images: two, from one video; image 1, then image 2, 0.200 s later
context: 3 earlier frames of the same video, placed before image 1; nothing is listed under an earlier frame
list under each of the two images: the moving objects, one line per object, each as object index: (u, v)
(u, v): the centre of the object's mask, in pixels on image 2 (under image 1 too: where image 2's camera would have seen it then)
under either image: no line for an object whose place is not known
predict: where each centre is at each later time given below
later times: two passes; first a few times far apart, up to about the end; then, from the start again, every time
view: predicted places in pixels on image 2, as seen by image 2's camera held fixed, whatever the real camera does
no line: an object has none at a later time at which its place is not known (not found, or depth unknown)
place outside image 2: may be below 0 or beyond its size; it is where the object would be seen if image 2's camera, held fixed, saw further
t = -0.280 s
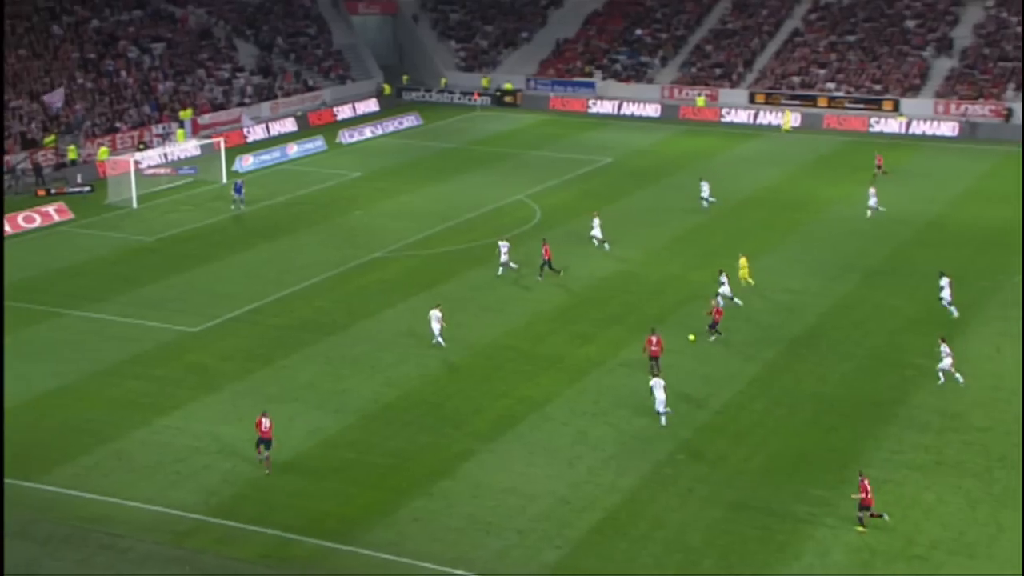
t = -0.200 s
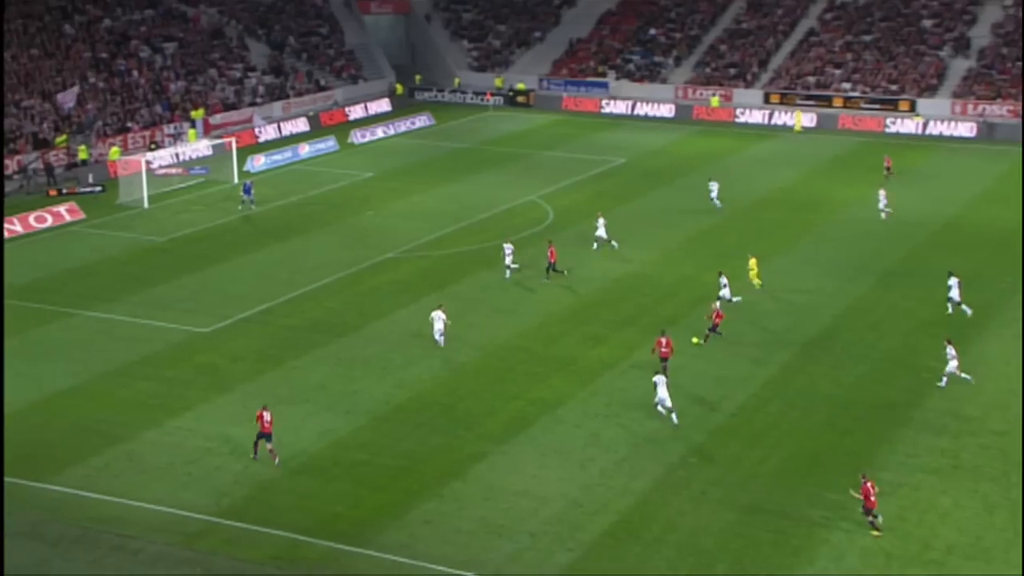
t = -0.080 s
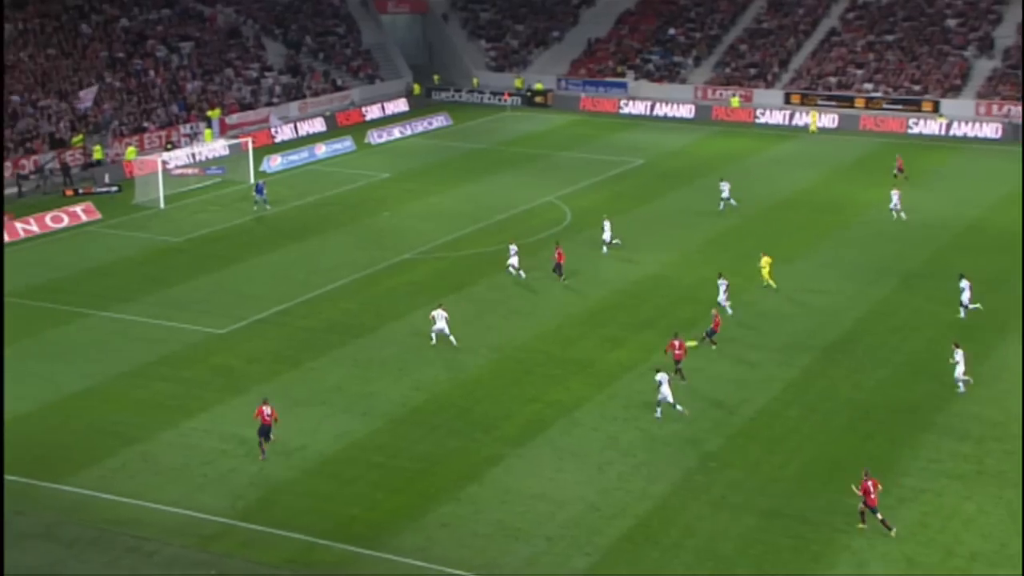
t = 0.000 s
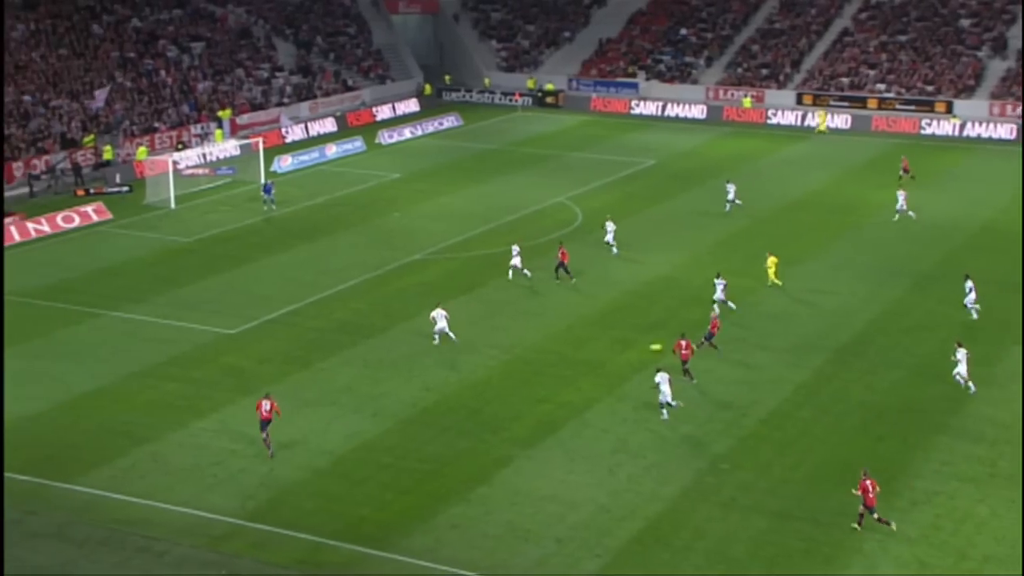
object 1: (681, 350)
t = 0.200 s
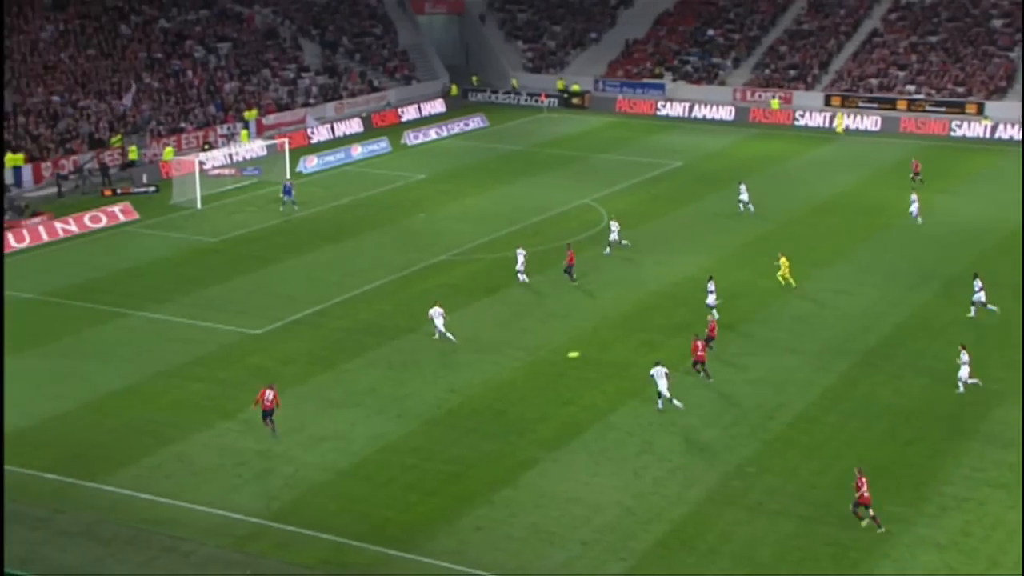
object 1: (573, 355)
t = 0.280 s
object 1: (533, 356)
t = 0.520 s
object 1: (424, 362)
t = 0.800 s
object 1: (313, 367)
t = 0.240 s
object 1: (553, 355)
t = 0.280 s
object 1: (533, 356)
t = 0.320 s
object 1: (514, 357)
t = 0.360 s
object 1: (495, 358)
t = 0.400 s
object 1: (477, 359)
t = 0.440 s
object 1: (459, 360)
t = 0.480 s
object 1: (441, 361)
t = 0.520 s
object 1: (424, 362)
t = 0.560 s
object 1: (407, 363)
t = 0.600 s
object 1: (391, 364)
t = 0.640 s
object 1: (375, 364)
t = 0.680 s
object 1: (358, 365)
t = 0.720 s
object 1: (343, 366)
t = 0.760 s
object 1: (328, 367)
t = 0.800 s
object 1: (313, 367)
